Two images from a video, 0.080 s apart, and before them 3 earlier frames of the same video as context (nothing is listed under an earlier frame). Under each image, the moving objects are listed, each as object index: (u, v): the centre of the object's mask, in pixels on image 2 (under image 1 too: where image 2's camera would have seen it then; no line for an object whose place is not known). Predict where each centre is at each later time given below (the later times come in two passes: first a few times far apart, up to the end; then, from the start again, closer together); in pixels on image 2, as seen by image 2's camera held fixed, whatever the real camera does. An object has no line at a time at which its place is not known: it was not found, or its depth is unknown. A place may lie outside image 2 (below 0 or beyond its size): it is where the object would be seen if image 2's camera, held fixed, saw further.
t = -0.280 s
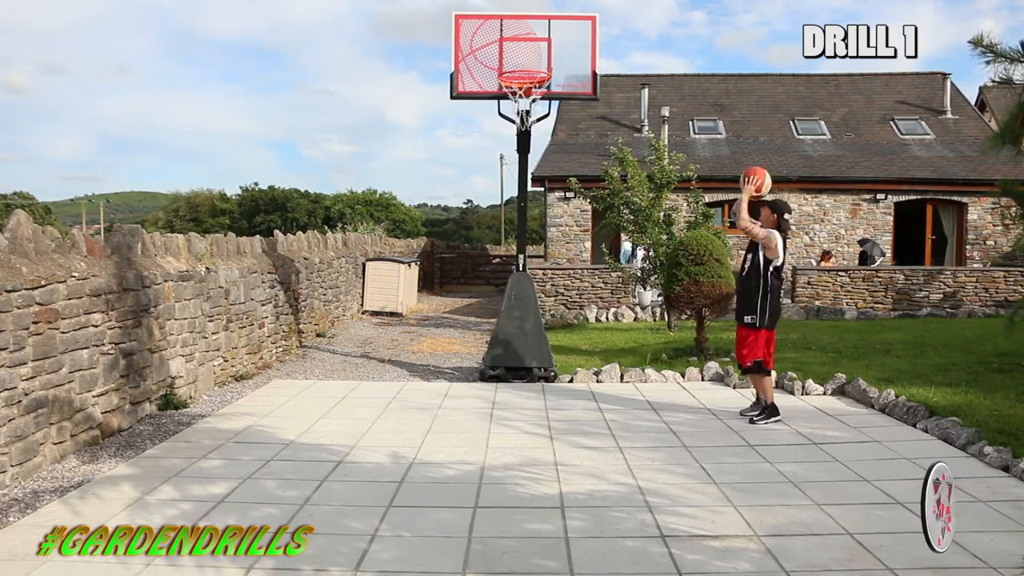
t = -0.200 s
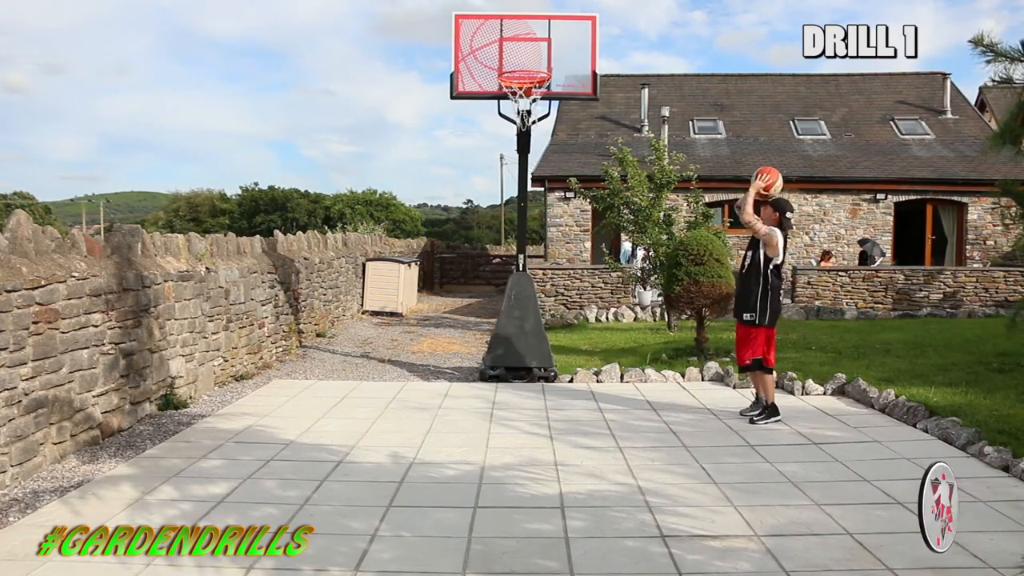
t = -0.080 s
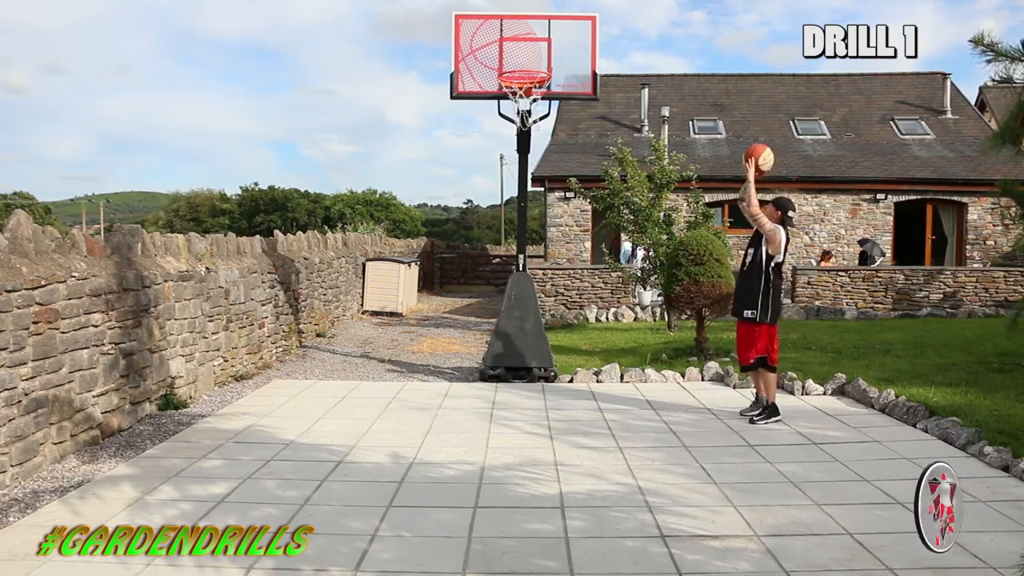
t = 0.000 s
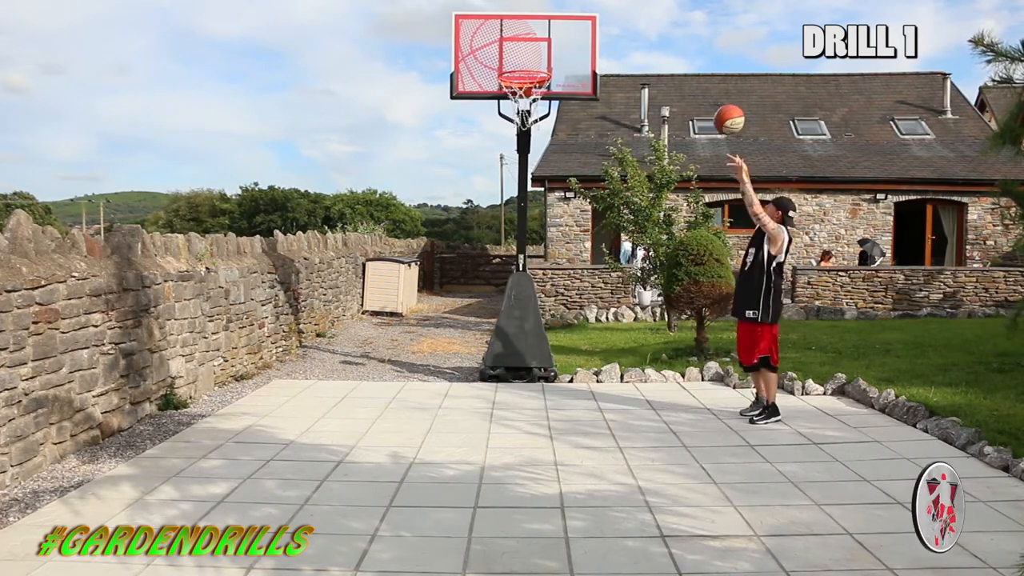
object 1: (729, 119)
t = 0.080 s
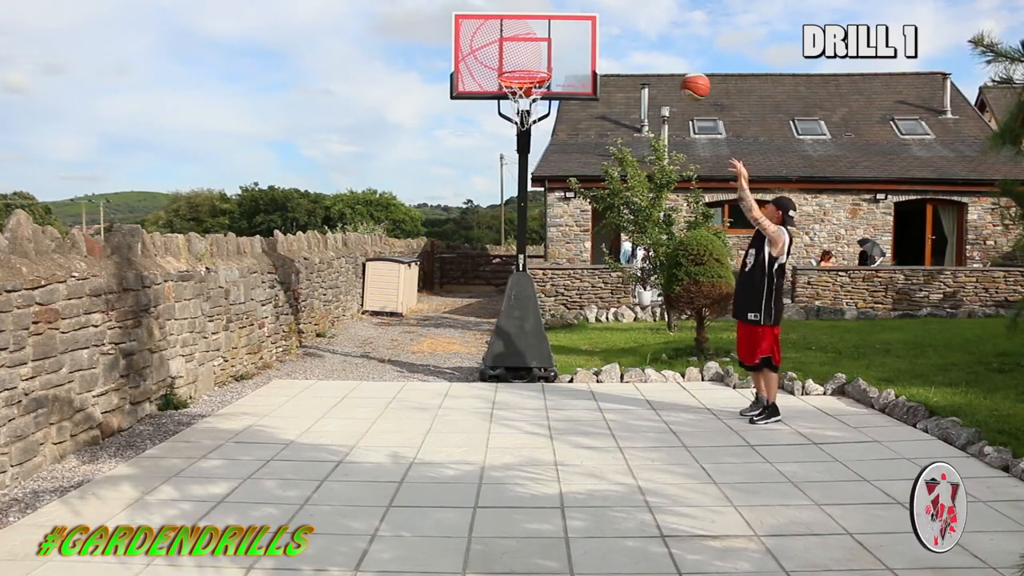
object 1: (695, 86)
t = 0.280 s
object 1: (616, 44)
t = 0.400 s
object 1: (574, 42)
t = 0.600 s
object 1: (533, 65)
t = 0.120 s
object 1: (679, 73)
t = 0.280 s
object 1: (616, 44)
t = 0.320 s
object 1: (602, 41)
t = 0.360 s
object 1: (588, 41)
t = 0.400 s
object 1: (574, 42)
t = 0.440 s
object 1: (561, 46)
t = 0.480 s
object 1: (553, 49)
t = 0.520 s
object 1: (546, 53)
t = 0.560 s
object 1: (540, 58)
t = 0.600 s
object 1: (533, 65)
